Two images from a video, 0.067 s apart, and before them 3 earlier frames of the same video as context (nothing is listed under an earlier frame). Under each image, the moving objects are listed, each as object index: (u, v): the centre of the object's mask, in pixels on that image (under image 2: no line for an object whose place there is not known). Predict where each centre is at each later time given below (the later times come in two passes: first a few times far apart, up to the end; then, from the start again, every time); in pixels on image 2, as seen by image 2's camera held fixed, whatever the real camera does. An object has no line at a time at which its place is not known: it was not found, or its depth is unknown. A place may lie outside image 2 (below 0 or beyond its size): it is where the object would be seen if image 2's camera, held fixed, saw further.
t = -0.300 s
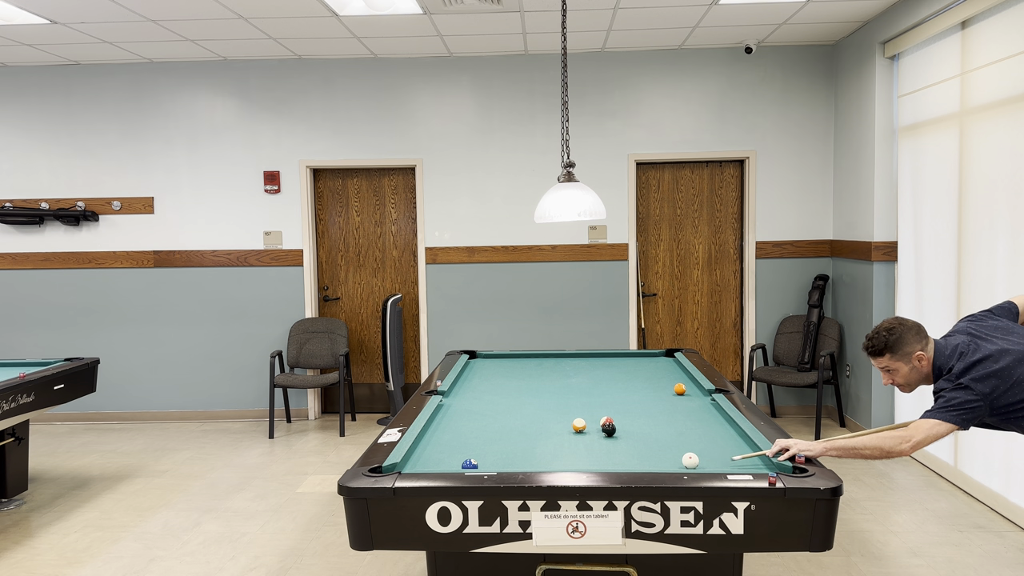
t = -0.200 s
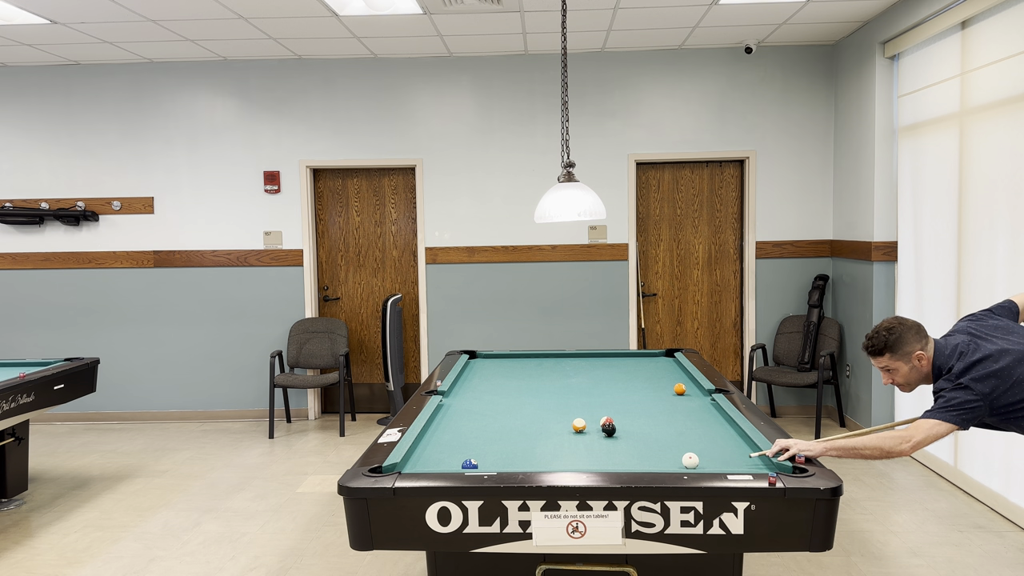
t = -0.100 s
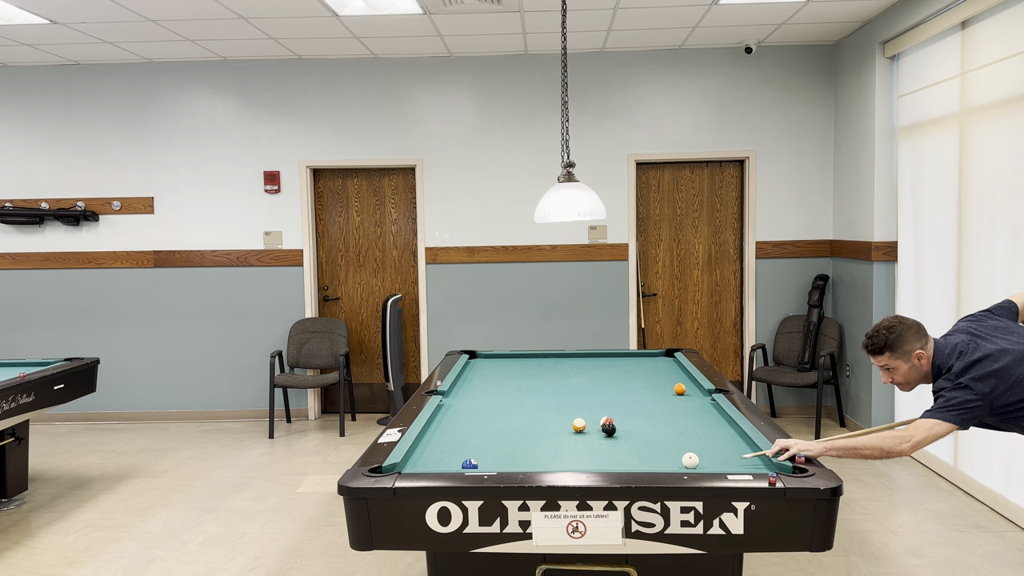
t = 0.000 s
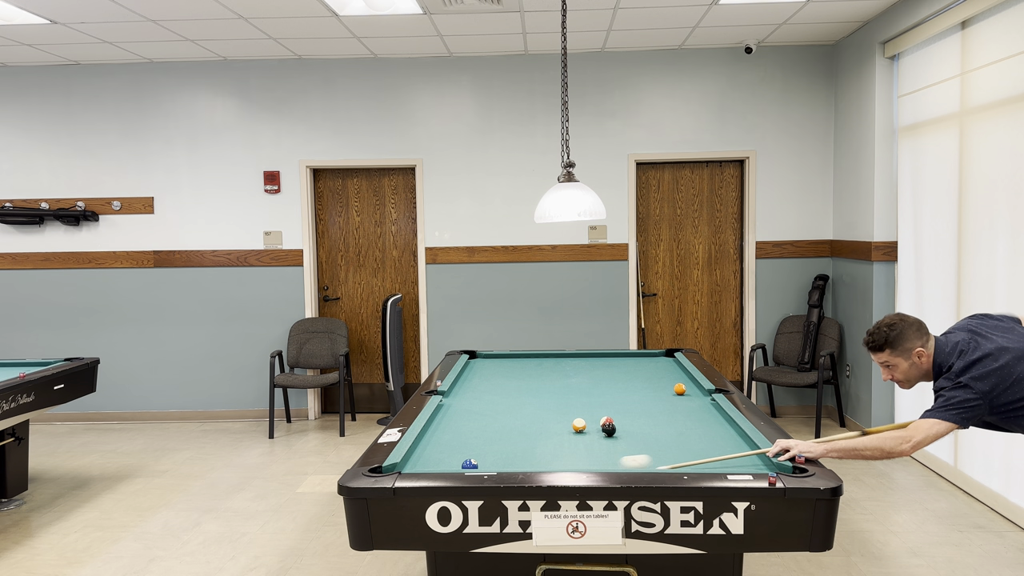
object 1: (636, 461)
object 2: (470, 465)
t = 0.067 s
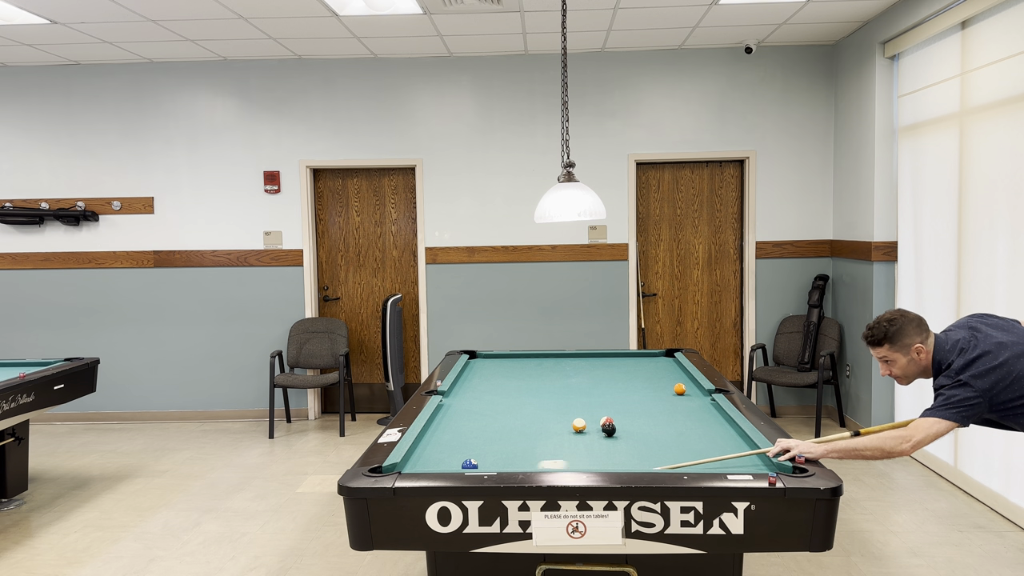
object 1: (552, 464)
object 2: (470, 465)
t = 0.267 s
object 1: (485, 453)
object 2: (408, 468)
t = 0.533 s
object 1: (515, 433)
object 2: (424, 465)
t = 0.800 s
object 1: (550, 417)
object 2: (451, 465)
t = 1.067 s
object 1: (581, 405)
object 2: (475, 465)
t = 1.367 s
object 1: (610, 392)
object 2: (500, 464)
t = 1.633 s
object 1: (632, 382)
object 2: (520, 463)
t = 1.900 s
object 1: (651, 374)
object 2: (537, 462)
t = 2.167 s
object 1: (668, 367)
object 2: (554, 461)
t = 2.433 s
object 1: (670, 361)
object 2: (568, 461)
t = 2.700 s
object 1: (659, 356)
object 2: (581, 460)
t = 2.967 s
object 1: (650, 354)
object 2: (592, 459)
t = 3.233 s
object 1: (648, 356)
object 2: (601, 459)
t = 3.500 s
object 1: (647, 358)
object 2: (608, 459)
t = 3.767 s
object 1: (646, 360)
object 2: (614, 458)
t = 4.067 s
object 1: (644, 361)
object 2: (618, 458)
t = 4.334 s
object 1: (643, 363)
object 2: (620, 457)
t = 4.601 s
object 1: (642, 365)
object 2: (620, 457)
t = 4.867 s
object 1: (641, 366)
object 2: (620, 458)
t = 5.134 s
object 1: (640, 367)
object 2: (620, 458)
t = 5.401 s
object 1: (639, 368)
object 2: (620, 458)
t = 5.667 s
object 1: (638, 369)
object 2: (620, 458)
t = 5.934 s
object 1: (638, 369)
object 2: (620, 458)
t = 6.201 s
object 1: (637, 370)
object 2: (620, 458)
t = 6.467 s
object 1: (637, 370)
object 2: (620, 457)
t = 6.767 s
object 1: (637, 370)
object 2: (620, 457)
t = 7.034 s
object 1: (637, 370)
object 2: (620, 457)
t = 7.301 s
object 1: (638, 370)
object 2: (620, 457)
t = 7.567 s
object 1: (638, 370)
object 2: (620, 458)
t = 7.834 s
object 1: (637, 370)
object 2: (620, 458)
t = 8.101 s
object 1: (637, 370)
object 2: (620, 458)
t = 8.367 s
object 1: (637, 370)
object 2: (620, 458)
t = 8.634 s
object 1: (638, 370)
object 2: (620, 458)
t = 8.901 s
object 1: (638, 370)
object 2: (620, 458)
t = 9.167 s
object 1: (637, 370)
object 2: (620, 458)
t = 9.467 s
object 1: (637, 370)
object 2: (620, 457)
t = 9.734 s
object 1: (637, 370)
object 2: (620, 457)
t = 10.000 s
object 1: (637, 370)
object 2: (620, 457)
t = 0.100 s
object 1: (517, 464)
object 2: (470, 465)
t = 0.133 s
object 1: (487, 463)
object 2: (468, 465)
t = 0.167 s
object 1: (484, 461)
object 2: (438, 465)
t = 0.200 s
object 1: (484, 459)
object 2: (412, 465)
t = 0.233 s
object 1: (484, 456)
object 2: (400, 466)
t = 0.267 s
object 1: (485, 453)
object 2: (408, 468)
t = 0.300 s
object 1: (487, 450)
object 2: (406, 466)
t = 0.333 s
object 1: (489, 447)
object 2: (403, 466)
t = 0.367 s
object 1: (492, 445)
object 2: (405, 465)
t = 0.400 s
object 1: (496, 442)
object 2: (409, 465)
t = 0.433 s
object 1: (500, 440)
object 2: (412, 465)
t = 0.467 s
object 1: (505, 438)
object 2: (416, 465)
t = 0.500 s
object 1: (509, 435)
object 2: (420, 465)
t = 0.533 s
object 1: (515, 433)
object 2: (424, 465)
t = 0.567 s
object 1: (519, 431)
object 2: (427, 465)
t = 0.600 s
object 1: (524, 429)
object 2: (431, 465)
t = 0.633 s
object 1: (529, 427)
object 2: (434, 465)
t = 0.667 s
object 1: (533, 425)
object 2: (438, 465)
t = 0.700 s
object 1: (538, 423)
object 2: (442, 465)
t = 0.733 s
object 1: (542, 421)
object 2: (445, 465)
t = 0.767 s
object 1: (546, 419)
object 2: (448, 465)
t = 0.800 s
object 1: (550, 417)
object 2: (451, 465)
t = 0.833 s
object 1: (554, 416)
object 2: (454, 465)
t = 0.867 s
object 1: (558, 414)
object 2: (458, 465)
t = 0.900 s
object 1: (562, 412)
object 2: (460, 465)
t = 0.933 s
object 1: (566, 411)
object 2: (464, 465)
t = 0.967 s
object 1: (570, 409)
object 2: (467, 465)
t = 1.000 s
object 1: (573, 408)
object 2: (469, 465)
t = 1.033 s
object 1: (577, 406)
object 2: (473, 465)
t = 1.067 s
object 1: (581, 405)
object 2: (475, 465)
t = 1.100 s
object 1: (584, 403)
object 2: (478, 464)
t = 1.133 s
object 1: (587, 402)
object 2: (481, 465)
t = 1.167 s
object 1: (591, 400)
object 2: (484, 465)
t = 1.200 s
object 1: (594, 399)
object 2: (486, 464)
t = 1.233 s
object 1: (597, 397)
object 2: (489, 465)
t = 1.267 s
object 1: (600, 396)
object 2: (492, 464)
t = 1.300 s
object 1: (604, 395)
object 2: (494, 464)
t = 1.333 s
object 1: (607, 393)
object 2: (497, 464)
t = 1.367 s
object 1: (610, 392)
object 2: (500, 464)
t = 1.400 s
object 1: (613, 391)
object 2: (502, 464)
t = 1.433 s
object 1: (616, 390)
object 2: (505, 464)
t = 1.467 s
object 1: (618, 388)
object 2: (507, 463)
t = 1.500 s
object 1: (621, 387)
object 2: (510, 463)
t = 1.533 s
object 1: (624, 386)
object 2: (512, 463)
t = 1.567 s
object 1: (626, 385)
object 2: (515, 463)
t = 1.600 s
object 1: (629, 384)
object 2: (517, 463)
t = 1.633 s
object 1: (632, 382)
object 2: (520, 463)
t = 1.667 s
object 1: (634, 381)
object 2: (522, 463)
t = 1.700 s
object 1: (637, 380)
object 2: (524, 463)
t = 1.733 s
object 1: (639, 379)
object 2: (527, 462)
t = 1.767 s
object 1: (642, 378)
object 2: (529, 462)
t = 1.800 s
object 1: (644, 377)
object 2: (531, 462)
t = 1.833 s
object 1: (647, 376)
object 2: (533, 462)
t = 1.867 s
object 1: (649, 375)
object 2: (535, 462)
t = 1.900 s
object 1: (651, 374)
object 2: (537, 462)
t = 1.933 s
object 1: (653, 373)
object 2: (540, 462)
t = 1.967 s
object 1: (655, 372)
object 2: (542, 462)
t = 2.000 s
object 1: (658, 371)
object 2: (544, 462)
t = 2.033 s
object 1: (660, 370)
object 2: (546, 462)
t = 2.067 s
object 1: (662, 369)
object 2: (548, 462)
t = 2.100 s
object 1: (664, 369)
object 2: (550, 462)
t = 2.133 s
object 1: (666, 368)
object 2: (552, 462)
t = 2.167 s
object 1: (668, 367)
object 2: (554, 461)
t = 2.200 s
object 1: (670, 366)
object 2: (555, 461)
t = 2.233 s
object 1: (672, 365)
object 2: (557, 461)
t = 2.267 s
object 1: (674, 364)
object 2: (559, 461)
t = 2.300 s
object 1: (675, 364)
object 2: (561, 461)
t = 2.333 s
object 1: (676, 363)
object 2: (563, 461)
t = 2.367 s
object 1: (674, 362)
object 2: (564, 461)
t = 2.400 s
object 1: (672, 362)
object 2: (566, 461)
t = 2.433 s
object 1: (670, 361)
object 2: (568, 461)
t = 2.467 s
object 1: (669, 360)
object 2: (570, 461)
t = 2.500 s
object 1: (667, 360)
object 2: (571, 460)
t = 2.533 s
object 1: (666, 359)
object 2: (573, 460)
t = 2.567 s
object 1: (664, 359)
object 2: (574, 460)
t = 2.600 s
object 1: (663, 358)
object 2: (576, 460)
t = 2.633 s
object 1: (662, 358)
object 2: (578, 460)
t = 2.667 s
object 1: (660, 357)
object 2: (579, 460)
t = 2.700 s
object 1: (659, 356)
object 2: (581, 460)
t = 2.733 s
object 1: (657, 356)
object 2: (582, 460)
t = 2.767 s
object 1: (656, 355)
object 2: (583, 460)
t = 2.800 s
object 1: (655, 355)
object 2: (585, 460)
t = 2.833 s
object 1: (653, 355)
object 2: (586, 460)
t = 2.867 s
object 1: (652, 354)
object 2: (588, 460)
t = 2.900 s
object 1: (651, 354)
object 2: (589, 460)
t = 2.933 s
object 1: (650, 353)
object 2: (590, 460)
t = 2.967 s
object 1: (650, 354)
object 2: (592, 459)
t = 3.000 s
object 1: (650, 354)
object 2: (593, 459)
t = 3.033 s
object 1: (649, 354)
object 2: (594, 459)
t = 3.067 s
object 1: (649, 354)
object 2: (595, 459)
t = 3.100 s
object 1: (649, 355)
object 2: (596, 459)
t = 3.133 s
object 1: (649, 355)
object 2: (598, 459)
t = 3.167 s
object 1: (649, 355)
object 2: (599, 459)
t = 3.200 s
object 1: (648, 355)
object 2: (600, 459)
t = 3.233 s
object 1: (648, 356)
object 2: (601, 459)
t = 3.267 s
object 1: (648, 356)
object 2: (602, 459)
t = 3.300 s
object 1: (648, 356)
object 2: (603, 459)
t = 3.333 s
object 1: (648, 356)
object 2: (604, 459)
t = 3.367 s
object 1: (648, 357)
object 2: (605, 459)
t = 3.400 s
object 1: (647, 357)
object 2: (606, 459)
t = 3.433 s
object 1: (647, 357)
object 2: (607, 459)
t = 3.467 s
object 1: (647, 357)
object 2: (608, 459)
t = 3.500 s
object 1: (647, 358)
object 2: (608, 459)
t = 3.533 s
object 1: (647, 358)
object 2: (609, 458)
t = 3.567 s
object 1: (647, 358)
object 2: (610, 458)
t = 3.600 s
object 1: (646, 358)
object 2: (611, 458)
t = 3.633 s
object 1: (646, 359)
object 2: (612, 458)
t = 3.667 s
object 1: (646, 359)
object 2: (612, 458)
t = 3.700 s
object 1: (646, 359)
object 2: (613, 458)
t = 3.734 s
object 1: (646, 359)
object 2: (614, 458)
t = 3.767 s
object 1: (646, 360)
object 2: (614, 458)
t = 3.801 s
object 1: (645, 360)
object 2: (615, 458)
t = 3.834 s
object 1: (645, 360)
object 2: (615, 458)
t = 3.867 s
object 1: (645, 360)
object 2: (616, 458)
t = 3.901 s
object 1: (645, 360)
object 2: (616, 458)
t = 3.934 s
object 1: (645, 361)
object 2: (617, 458)
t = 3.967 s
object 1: (644, 361)
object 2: (617, 458)
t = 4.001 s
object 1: (644, 361)
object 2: (618, 458)
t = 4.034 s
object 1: (644, 361)
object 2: (618, 458)
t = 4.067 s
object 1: (644, 361)
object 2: (618, 458)
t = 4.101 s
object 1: (644, 362)
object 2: (619, 458)
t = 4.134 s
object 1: (644, 362)
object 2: (619, 458)
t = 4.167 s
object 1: (644, 362)
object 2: (619, 457)
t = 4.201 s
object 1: (644, 362)
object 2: (619, 458)
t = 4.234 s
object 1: (643, 363)
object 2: (620, 457)
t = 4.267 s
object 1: (643, 363)
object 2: (620, 457)
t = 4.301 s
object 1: (643, 363)
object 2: (620, 457)
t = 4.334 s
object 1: (643, 363)
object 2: (620, 457)
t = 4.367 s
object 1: (643, 363)
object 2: (620, 457)
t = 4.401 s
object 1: (643, 364)
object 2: (620, 457)
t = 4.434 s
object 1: (643, 364)
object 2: (620, 457)
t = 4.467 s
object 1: (642, 364)
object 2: (620, 457)
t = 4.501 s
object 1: (642, 364)
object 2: (620, 457)
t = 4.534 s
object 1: (642, 364)
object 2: (620, 458)
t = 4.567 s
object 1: (642, 364)
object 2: (620, 457)
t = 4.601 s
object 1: (642, 365)
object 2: (620, 457)
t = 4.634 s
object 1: (642, 365)
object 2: (620, 458)
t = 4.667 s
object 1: (641, 365)
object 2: (620, 458)
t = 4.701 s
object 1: (641, 365)
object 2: (620, 457)
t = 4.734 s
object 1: (641, 365)
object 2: (620, 458)
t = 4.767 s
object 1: (641, 365)
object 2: (620, 458)
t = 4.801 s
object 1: (641, 366)
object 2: (620, 458)
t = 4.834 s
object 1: (641, 366)
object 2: (620, 458)
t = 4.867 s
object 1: (641, 366)
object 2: (620, 458)
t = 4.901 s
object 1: (641, 366)
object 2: (620, 458)
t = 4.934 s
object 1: (640, 366)
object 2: (620, 458)
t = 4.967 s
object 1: (640, 366)
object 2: (620, 458)
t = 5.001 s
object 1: (640, 366)
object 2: (620, 458)
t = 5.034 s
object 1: (640, 366)
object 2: (620, 458)
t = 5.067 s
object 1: (640, 367)
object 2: (620, 458)
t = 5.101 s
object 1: (640, 367)
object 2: (620, 458)
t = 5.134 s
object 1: (640, 367)
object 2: (620, 458)
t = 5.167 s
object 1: (640, 367)
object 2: (620, 458)
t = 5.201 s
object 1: (640, 367)
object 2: (620, 458)
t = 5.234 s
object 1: (640, 367)
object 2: (620, 458)
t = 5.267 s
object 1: (640, 367)
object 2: (620, 458)
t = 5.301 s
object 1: (639, 368)
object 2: (620, 458)
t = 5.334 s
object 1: (639, 368)
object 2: (620, 458)
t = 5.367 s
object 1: (639, 368)
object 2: (620, 458)
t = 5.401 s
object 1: (639, 368)
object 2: (620, 458)
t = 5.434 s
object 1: (639, 368)
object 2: (620, 458)
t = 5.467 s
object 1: (639, 368)
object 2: (620, 458)
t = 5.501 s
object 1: (639, 368)
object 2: (620, 458)
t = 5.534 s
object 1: (639, 368)
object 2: (620, 458)
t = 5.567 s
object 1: (639, 368)
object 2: (620, 458)
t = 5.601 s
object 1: (639, 368)
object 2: (620, 458)
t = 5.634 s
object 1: (638, 369)
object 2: (620, 457)
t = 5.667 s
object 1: (638, 369)
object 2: (620, 458)
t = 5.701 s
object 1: (639, 369)
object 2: (620, 458)
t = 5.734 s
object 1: (638, 369)
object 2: (620, 457)
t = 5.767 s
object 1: (638, 369)
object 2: (620, 458)
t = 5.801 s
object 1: (638, 369)
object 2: (620, 458)
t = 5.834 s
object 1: (638, 369)
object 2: (620, 458)
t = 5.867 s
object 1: (638, 369)
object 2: (620, 458)
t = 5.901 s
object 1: (638, 369)
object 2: (620, 457)
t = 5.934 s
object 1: (638, 369)
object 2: (620, 458)
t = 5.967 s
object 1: (638, 369)
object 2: (620, 458)
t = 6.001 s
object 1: (638, 369)
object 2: (620, 457)
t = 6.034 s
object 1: (638, 369)
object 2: (620, 457)
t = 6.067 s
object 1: (638, 369)
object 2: (620, 457)
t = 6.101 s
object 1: (638, 369)
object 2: (620, 457)
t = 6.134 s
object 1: (638, 370)
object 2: (620, 457)
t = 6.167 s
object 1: (638, 370)
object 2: (620, 457)
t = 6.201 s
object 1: (637, 370)
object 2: (620, 458)
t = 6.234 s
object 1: (638, 369)
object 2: (620, 457)
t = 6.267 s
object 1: (638, 370)
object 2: (620, 457)
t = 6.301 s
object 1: (637, 370)
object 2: (620, 457)
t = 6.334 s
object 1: (637, 370)
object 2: (620, 457)
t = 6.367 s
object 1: (637, 370)
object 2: (620, 458)
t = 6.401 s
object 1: (637, 370)
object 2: (620, 457)
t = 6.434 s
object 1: (637, 370)
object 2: (620, 457)
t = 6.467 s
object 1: (637, 370)
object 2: (620, 457)
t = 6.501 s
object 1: (637, 370)
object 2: (620, 457)
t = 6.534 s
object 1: (637, 370)
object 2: (620, 458)
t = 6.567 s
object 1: (637, 370)
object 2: (620, 458)
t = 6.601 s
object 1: (637, 370)
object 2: (620, 458)
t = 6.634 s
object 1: (637, 370)
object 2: (620, 458)
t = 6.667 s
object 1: (637, 370)
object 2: (620, 458)
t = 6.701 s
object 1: (637, 370)
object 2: (620, 457)
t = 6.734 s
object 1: (637, 370)
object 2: (620, 458)
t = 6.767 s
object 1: (637, 370)
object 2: (620, 457)
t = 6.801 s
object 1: (637, 370)
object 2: (620, 458)
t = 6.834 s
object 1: (637, 370)
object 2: (620, 458)
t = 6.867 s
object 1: (637, 370)
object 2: (620, 458)
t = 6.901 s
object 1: (637, 370)
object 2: (620, 458)
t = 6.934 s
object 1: (637, 370)
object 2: (620, 457)
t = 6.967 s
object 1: (637, 370)
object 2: (620, 458)
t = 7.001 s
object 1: (637, 370)
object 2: (620, 458)
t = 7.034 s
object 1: (637, 370)
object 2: (620, 457)
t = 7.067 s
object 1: (637, 370)
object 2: (620, 458)
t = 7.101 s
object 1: (637, 370)
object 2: (620, 458)
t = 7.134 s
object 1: (637, 370)
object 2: (620, 458)
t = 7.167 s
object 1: (637, 370)
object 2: (620, 458)
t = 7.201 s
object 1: (637, 370)
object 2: (620, 458)
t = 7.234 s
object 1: (637, 370)
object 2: (620, 457)
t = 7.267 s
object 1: (637, 370)
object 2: (620, 458)
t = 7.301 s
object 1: (638, 370)
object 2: (620, 457)
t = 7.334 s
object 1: (637, 370)
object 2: (620, 457)
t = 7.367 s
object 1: (637, 370)
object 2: (620, 457)
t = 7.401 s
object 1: (637, 370)
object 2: (620, 458)
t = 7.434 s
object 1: (637, 370)
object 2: (620, 458)
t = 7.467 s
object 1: (638, 370)
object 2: (620, 458)
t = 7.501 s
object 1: (637, 370)
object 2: (620, 458)
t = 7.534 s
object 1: (637, 370)
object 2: (620, 458)
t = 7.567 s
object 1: (638, 370)
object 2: (620, 458)
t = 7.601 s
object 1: (637, 370)
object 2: (620, 458)
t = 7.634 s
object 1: (637, 370)
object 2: (620, 458)
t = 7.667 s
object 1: (637, 370)
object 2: (620, 458)
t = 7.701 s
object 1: (637, 370)
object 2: (620, 458)
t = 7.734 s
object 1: (637, 370)
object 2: (620, 458)
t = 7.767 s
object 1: (637, 370)
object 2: (620, 458)
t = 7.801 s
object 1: (637, 370)
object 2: (620, 458)
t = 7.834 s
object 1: (637, 370)
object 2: (620, 458)
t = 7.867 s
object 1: (637, 370)
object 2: (620, 458)
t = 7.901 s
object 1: (637, 370)
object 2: (620, 458)
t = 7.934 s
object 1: (637, 370)
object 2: (620, 458)
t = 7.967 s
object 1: (637, 370)
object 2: (620, 458)
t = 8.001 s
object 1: (637, 370)
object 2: (620, 458)
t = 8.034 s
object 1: (637, 370)
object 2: (620, 458)
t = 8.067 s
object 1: (637, 370)
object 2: (620, 458)
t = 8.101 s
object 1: (637, 370)
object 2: (620, 458)
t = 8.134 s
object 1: (637, 370)
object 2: (620, 457)
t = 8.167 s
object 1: (637, 370)
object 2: (620, 457)
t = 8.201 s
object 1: (637, 370)
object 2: (620, 457)
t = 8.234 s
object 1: (638, 370)
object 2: (620, 458)
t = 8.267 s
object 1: (637, 370)
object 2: (620, 458)
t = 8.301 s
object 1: (638, 370)
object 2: (620, 458)
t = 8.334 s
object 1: (637, 370)
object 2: (620, 458)
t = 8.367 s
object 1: (637, 370)
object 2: (620, 458)
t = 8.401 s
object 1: (638, 370)
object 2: (620, 458)
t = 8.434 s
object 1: (637, 370)
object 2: (620, 458)
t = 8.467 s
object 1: (637, 370)
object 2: (620, 458)
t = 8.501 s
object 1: (637, 370)
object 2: (620, 458)
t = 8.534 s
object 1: (637, 370)
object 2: (620, 458)
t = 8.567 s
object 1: (637, 370)
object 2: (620, 458)
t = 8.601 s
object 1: (637, 370)
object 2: (620, 457)
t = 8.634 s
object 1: (638, 370)
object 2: (620, 458)
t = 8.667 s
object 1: (638, 370)
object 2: (620, 457)
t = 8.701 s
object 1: (638, 370)
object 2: (620, 458)
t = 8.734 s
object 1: (638, 370)
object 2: (620, 457)
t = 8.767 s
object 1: (638, 370)
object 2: (620, 457)
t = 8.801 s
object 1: (637, 370)
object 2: (620, 457)
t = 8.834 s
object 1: (637, 370)
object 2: (620, 458)
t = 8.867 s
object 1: (638, 370)
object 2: (620, 458)
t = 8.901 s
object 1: (638, 370)
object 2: (620, 458)
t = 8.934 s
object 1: (638, 370)
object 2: (620, 458)
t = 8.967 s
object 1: (637, 370)
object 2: (620, 458)
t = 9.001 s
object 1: (638, 370)
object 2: (620, 458)
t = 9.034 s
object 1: (637, 370)
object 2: (620, 458)
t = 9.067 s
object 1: (637, 370)
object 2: (620, 457)
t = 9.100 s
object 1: (638, 370)
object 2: (620, 458)
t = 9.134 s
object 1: (637, 370)
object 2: (620, 457)
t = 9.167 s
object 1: (637, 370)
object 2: (620, 458)
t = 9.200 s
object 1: (637, 370)
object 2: (620, 458)
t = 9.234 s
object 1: (638, 370)
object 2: (620, 457)
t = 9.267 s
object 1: (637, 370)
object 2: (620, 458)
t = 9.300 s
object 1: (637, 370)
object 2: (620, 457)
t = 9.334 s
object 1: (638, 370)
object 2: (620, 457)
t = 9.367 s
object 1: (637, 370)
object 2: (620, 457)
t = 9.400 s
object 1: (637, 370)
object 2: (620, 457)
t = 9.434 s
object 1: (637, 370)
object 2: (620, 457)
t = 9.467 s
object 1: (637, 370)
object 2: (620, 457)
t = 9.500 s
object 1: (637, 370)
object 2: (620, 457)
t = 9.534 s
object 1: (637, 370)
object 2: (620, 457)
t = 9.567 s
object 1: (637, 370)
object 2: (620, 457)
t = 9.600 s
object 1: (638, 370)
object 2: (620, 457)
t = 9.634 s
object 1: (637, 370)
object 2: (620, 457)
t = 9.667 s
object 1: (637, 370)
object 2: (620, 457)
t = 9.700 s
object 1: (637, 370)
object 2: (620, 457)
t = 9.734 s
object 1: (637, 370)
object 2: (620, 457)
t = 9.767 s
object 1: (637, 370)
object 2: (620, 457)
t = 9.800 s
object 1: (637, 370)
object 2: (620, 457)
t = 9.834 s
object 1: (638, 370)
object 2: (620, 457)
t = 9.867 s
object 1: (637, 370)
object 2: (620, 457)
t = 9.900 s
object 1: (638, 370)
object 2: (620, 457)
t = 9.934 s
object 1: (637, 370)
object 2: (620, 457)
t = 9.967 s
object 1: (637, 370)
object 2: (620, 457)
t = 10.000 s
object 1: (637, 370)
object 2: (620, 457)
